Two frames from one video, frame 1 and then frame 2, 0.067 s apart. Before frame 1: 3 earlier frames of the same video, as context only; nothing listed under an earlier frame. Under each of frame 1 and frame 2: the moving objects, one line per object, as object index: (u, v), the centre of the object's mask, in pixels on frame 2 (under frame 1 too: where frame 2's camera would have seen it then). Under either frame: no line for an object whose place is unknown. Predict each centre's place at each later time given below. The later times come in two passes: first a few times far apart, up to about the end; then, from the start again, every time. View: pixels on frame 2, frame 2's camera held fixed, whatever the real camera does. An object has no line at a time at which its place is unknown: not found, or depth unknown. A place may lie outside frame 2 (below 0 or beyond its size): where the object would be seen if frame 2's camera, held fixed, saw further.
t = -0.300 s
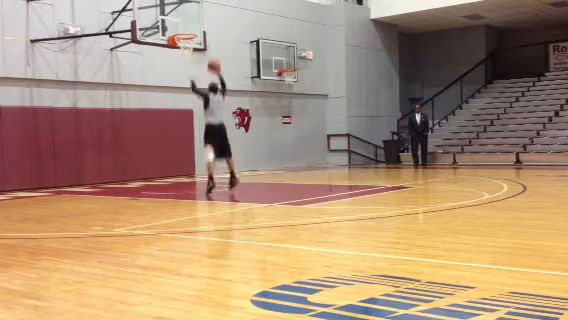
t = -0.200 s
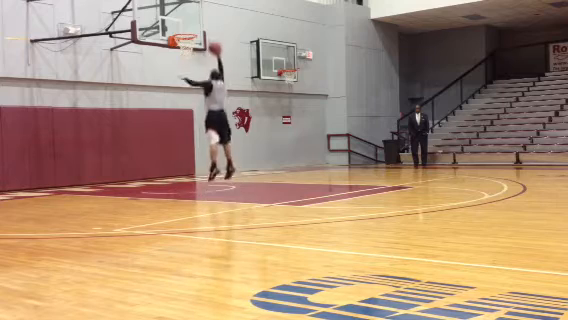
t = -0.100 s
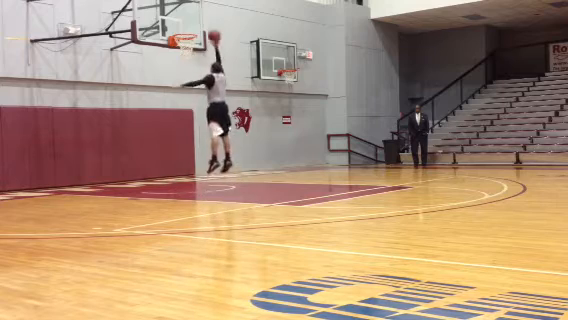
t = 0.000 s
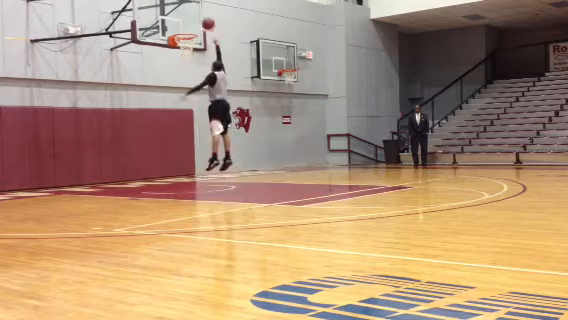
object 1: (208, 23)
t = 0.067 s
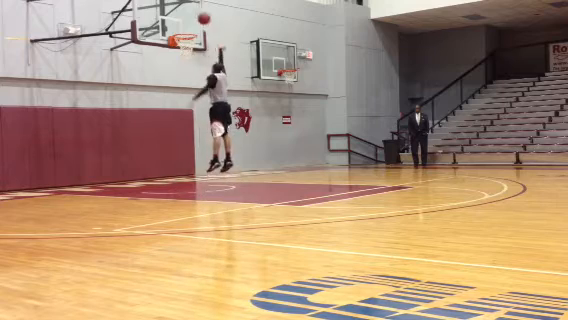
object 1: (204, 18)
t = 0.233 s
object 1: (194, 15)
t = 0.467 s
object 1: (183, 29)
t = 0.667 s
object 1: (184, 44)
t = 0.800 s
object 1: (188, 62)
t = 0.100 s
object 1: (201, 16)
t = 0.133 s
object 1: (199, 15)
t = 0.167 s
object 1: (198, 15)
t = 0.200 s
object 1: (196, 14)
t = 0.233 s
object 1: (194, 15)
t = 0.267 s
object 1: (192, 16)
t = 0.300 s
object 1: (190, 18)
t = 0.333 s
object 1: (188, 20)
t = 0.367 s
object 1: (187, 23)
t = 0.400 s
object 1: (185, 26)
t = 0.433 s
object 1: (183, 28)
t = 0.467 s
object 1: (183, 29)
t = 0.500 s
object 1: (182, 31)
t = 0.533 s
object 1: (181, 34)
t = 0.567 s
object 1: (181, 37)
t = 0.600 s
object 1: (181, 39)
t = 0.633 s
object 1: (183, 41)
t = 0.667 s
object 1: (184, 44)
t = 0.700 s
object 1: (185, 45)
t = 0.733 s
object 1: (186, 52)
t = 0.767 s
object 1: (187, 55)
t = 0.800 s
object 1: (188, 62)
